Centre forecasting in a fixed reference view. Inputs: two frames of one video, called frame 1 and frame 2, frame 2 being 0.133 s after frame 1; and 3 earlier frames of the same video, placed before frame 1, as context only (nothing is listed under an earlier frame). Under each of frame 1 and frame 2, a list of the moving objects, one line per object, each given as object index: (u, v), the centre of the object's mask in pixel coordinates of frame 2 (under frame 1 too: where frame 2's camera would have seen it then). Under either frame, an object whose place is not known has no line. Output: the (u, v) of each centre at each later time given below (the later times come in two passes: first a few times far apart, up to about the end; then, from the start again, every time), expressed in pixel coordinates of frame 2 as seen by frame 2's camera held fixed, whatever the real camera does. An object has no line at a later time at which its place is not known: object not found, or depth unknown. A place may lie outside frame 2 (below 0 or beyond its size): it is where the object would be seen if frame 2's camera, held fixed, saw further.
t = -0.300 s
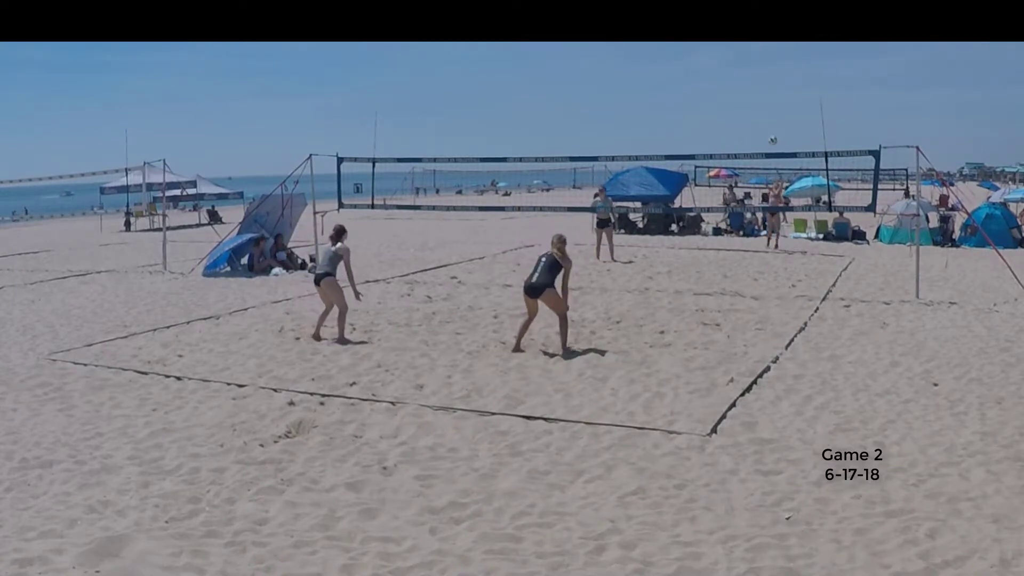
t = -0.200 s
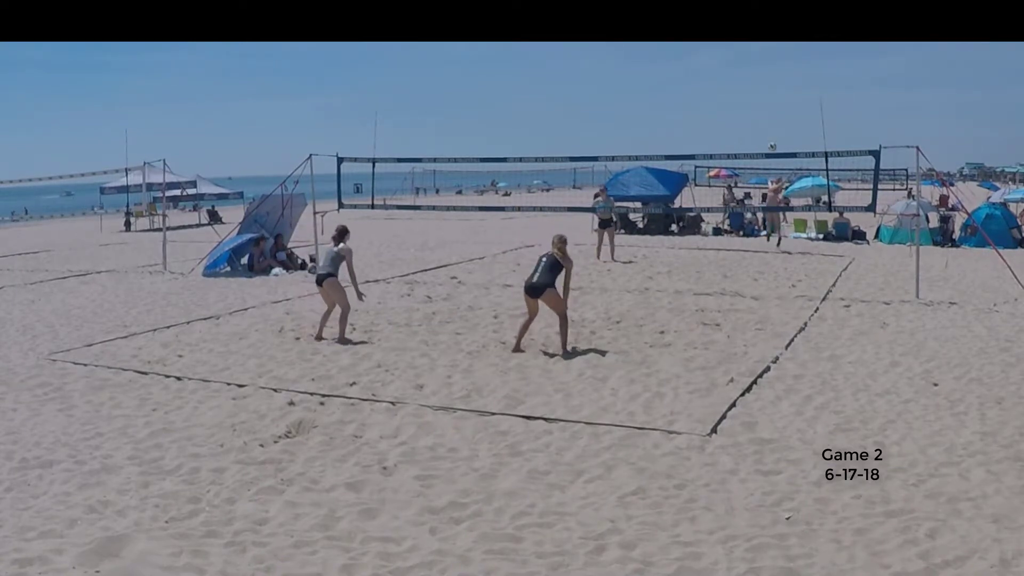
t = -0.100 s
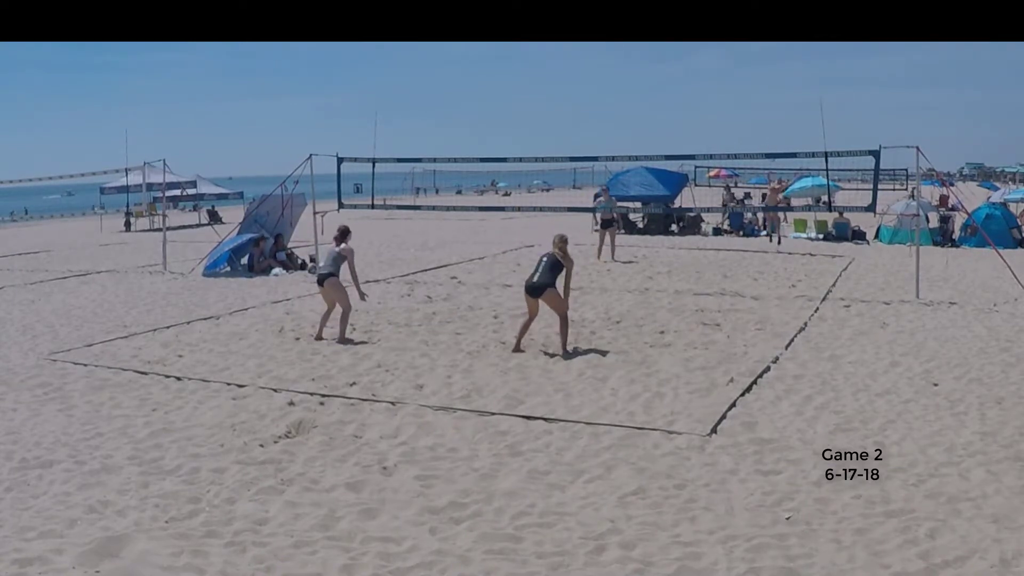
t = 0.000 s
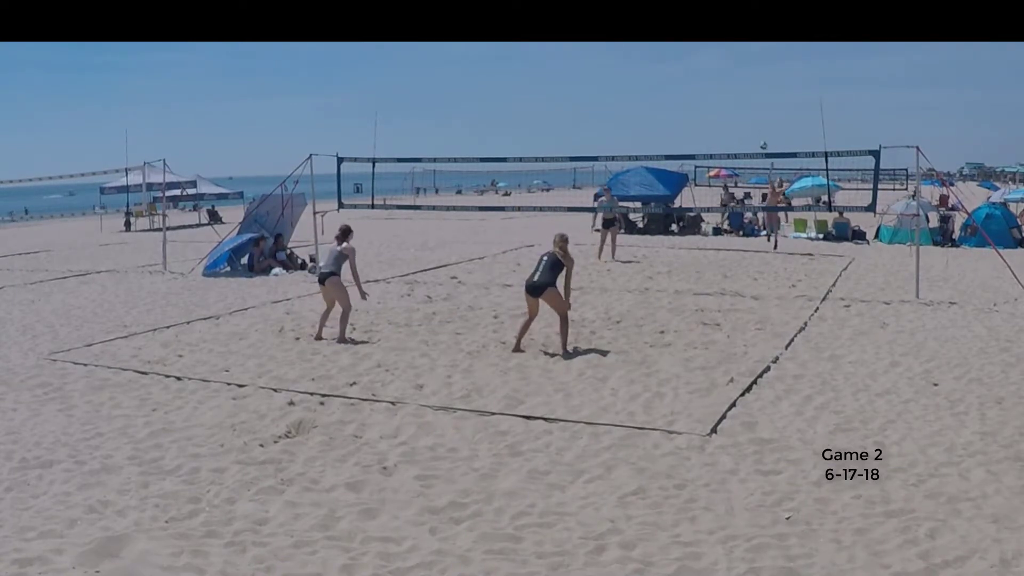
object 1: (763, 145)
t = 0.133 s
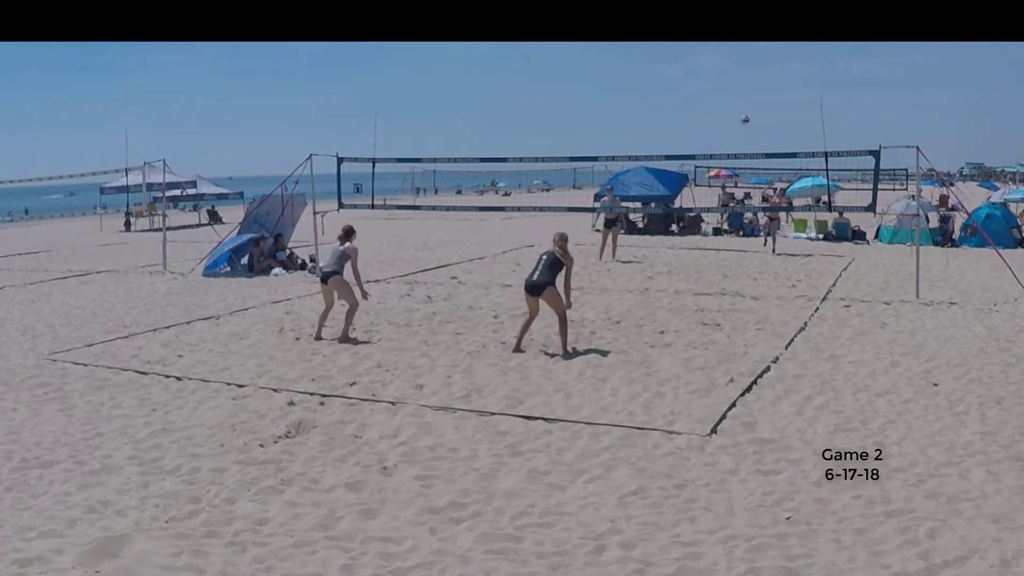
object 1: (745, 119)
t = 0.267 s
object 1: (725, 99)
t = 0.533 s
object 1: (680, 83)
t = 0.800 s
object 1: (621, 121)
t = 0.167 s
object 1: (740, 113)
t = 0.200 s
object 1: (735, 108)
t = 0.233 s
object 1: (730, 104)
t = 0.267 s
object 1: (725, 99)
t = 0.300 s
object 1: (721, 95)
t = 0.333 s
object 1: (715, 92)
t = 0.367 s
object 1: (710, 89)
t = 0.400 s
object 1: (705, 86)
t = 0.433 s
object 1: (699, 85)
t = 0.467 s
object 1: (693, 84)
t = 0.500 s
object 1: (686, 83)
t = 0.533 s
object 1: (680, 83)
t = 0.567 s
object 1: (673, 85)
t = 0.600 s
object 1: (666, 87)
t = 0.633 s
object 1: (659, 90)
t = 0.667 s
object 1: (652, 94)
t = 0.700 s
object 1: (644, 99)
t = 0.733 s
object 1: (636, 105)
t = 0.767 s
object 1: (629, 113)
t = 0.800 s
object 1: (621, 121)
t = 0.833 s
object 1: (612, 131)
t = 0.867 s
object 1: (603, 143)
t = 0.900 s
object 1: (593, 155)
